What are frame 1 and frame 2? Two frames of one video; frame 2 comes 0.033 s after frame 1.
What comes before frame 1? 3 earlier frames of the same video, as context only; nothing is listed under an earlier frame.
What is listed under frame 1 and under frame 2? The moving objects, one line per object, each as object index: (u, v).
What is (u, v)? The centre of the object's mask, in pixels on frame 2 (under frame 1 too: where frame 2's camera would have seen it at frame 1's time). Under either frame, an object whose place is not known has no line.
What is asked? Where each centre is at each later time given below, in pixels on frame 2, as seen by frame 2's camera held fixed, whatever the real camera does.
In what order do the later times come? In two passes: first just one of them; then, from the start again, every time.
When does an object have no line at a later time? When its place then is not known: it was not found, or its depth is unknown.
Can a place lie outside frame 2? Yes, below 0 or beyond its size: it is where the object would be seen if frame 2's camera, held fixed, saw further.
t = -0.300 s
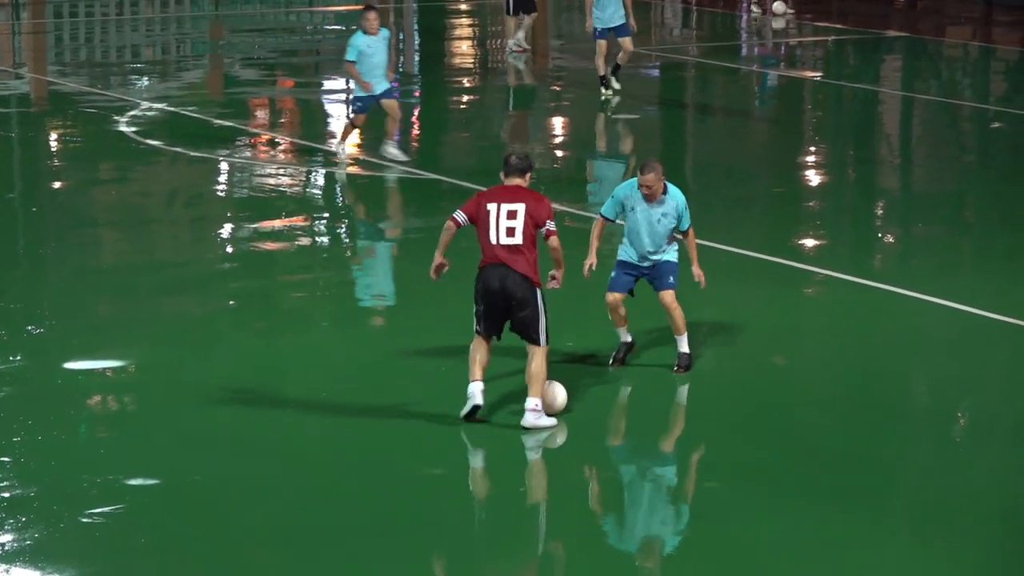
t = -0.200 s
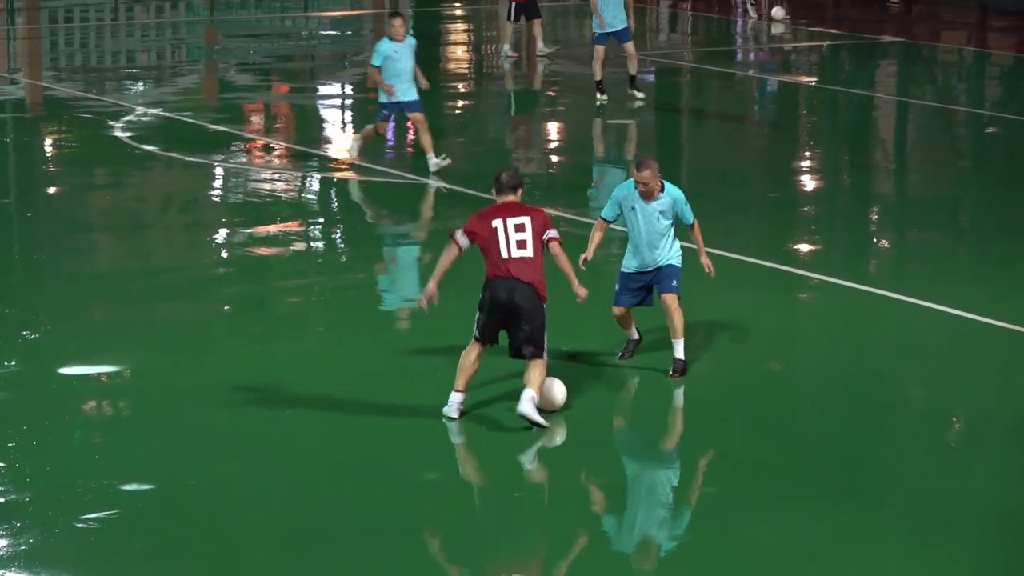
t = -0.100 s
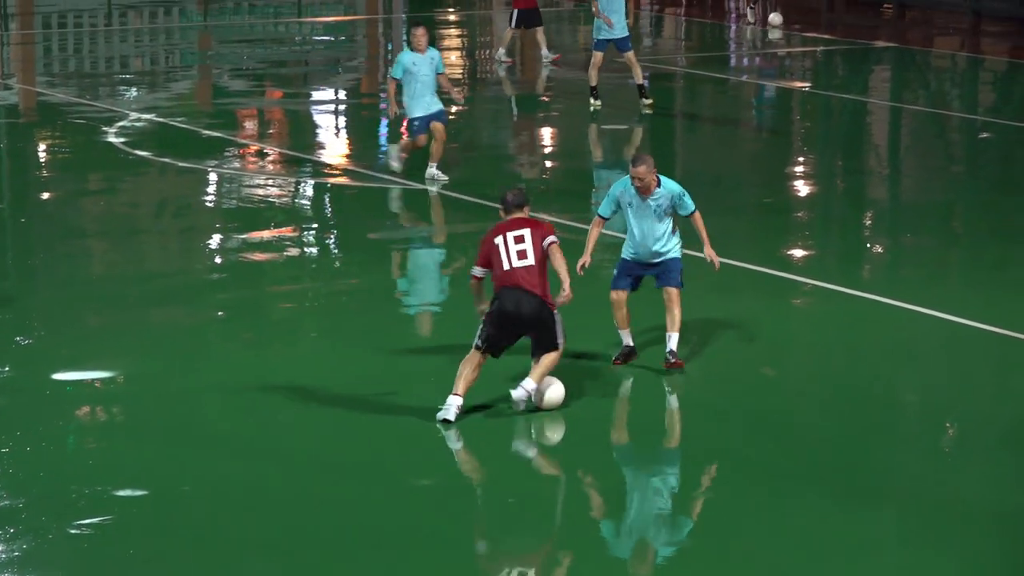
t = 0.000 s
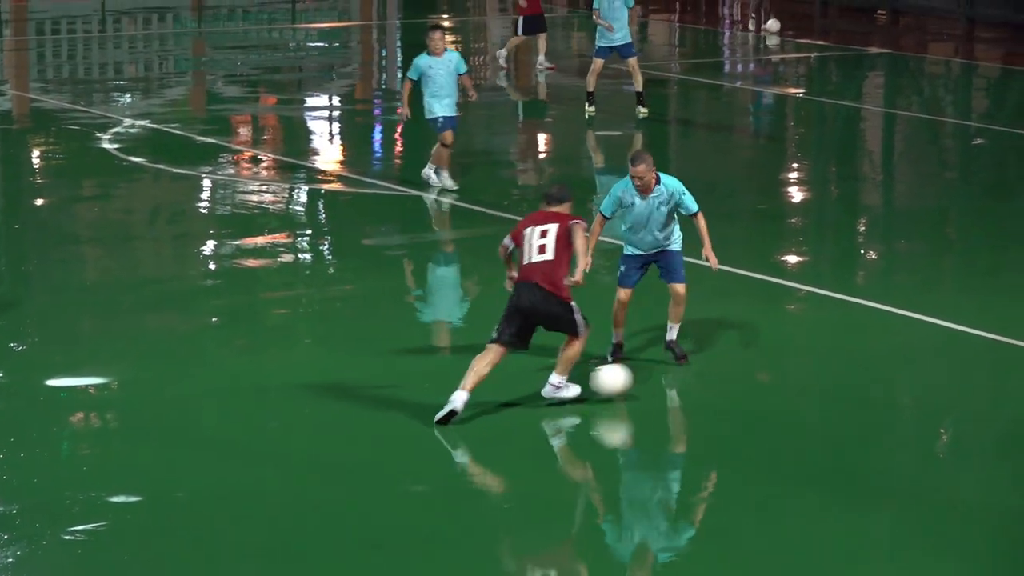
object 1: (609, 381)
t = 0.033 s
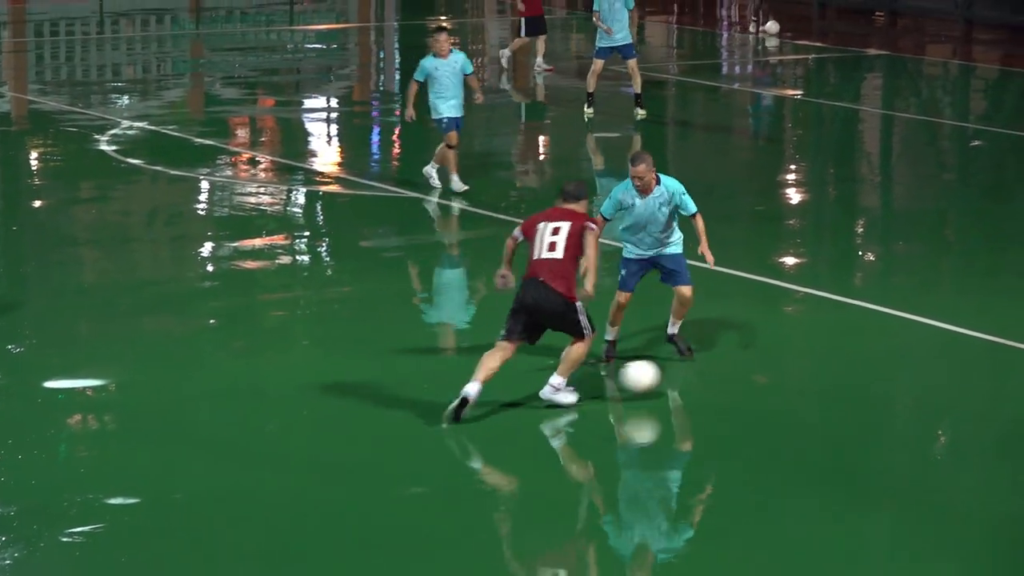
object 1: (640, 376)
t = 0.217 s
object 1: (792, 362)
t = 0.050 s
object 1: (655, 374)
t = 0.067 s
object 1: (670, 372)
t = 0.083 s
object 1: (684, 371)
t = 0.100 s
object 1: (699, 370)
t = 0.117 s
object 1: (714, 371)
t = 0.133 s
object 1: (728, 371)
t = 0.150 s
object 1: (743, 371)
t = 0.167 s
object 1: (757, 370)
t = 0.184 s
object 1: (769, 367)
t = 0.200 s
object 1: (780, 364)
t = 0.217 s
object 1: (792, 362)
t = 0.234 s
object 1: (805, 360)
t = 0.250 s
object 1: (816, 358)
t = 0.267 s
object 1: (827, 357)
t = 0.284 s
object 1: (839, 356)
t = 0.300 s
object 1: (850, 356)
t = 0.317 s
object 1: (861, 356)
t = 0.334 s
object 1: (872, 356)
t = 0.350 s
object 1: (880, 356)
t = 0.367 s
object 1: (891, 353)
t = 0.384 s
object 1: (899, 351)
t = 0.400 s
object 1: (907, 350)
